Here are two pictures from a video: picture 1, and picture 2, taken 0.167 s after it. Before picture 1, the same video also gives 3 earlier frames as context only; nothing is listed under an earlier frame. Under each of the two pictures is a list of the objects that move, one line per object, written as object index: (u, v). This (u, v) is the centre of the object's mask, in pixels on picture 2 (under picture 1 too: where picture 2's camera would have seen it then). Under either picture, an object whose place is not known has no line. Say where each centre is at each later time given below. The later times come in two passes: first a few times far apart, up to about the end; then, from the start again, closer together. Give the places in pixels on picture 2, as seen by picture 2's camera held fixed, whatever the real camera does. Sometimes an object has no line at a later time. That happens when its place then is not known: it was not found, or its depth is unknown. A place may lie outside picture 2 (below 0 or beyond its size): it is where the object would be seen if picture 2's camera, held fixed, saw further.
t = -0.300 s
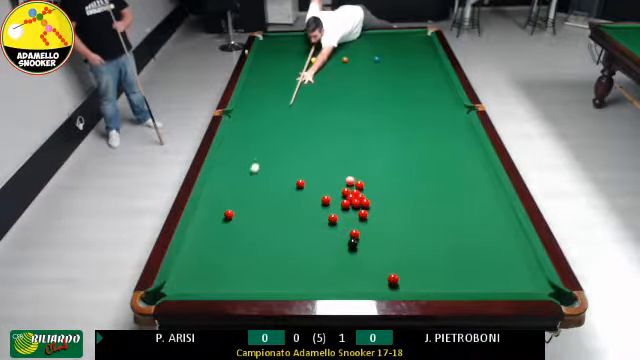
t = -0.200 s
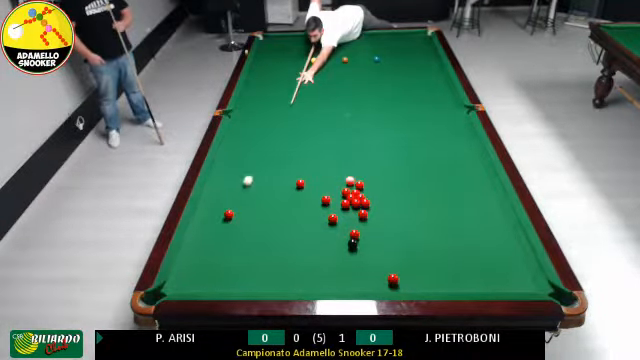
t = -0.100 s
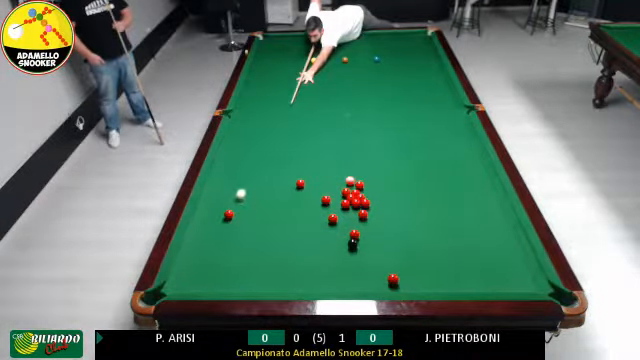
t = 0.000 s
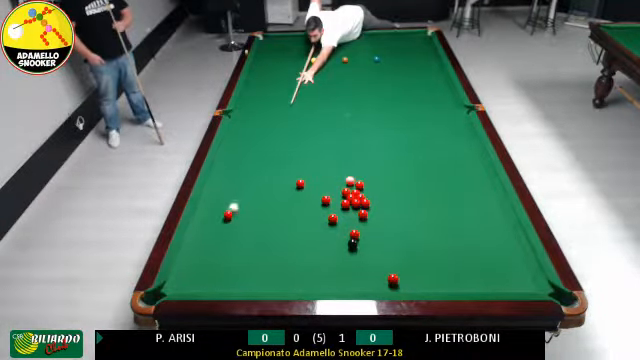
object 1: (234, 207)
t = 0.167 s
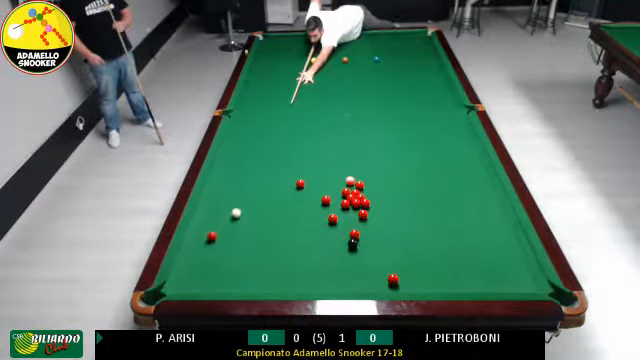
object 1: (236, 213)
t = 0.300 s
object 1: (237, 218)
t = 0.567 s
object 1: (238, 229)
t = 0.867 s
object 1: (240, 241)
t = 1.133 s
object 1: (242, 250)
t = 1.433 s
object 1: (244, 261)
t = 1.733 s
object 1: (246, 270)
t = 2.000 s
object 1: (248, 276)
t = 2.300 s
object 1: (249, 283)
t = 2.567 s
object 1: (250, 287)
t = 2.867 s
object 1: (251, 286)
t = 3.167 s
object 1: (252, 286)
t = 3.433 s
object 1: (252, 286)
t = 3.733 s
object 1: (252, 286)
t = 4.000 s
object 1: (252, 286)
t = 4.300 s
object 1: (252, 285)
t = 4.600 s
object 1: (252, 285)
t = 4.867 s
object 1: (252, 286)
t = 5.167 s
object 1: (252, 286)
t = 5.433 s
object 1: (252, 286)
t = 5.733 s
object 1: (252, 285)
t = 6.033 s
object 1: (252, 285)
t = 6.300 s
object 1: (252, 286)
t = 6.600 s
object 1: (252, 286)
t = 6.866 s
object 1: (252, 286)
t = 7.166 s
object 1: (252, 285)
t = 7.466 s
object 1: (252, 286)
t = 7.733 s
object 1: (252, 286)
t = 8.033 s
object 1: (252, 285)
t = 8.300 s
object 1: (252, 286)
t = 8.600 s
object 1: (252, 286)
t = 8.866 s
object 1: (252, 286)
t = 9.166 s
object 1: (252, 285)
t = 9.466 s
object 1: (252, 286)
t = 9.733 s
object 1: (252, 286)
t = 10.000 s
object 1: (252, 286)
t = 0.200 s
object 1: (236, 215)
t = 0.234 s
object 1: (236, 216)
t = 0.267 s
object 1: (236, 217)
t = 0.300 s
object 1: (237, 218)
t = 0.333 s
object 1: (237, 220)
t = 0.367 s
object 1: (237, 221)
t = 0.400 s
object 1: (237, 223)
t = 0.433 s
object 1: (237, 224)
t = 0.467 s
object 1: (237, 225)
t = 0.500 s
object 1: (238, 226)
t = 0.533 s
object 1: (238, 228)
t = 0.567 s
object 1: (238, 229)
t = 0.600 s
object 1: (238, 230)
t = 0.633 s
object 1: (238, 232)
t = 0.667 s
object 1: (239, 233)
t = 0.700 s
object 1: (239, 234)
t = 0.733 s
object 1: (239, 236)
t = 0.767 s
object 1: (239, 237)
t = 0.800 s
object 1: (240, 238)
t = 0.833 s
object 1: (240, 239)
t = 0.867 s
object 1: (240, 241)
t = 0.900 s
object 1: (240, 242)
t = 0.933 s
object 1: (241, 243)
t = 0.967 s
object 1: (241, 244)
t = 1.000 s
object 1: (241, 245)
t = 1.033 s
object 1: (241, 247)
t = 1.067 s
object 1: (241, 248)
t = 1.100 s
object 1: (242, 249)
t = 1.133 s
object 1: (242, 250)
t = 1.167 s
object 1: (242, 252)
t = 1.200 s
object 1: (242, 253)
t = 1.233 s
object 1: (242, 254)
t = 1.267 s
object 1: (243, 255)
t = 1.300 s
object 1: (243, 256)
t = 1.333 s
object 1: (244, 259)
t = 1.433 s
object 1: (244, 261)
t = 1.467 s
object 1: (244, 262)
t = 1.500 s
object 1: (244, 263)
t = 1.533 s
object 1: (245, 264)
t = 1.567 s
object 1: (245, 265)
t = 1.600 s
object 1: (245, 266)
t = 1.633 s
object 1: (245, 267)
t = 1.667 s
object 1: (245, 268)
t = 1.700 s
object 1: (245, 269)
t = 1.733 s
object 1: (246, 270)
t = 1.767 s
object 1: (246, 271)
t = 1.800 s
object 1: (246, 272)
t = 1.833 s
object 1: (246, 272)
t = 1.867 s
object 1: (247, 273)
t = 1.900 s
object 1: (247, 274)
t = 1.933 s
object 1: (247, 275)
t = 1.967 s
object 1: (247, 276)
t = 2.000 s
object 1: (248, 276)
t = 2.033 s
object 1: (248, 277)
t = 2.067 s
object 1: (248, 278)
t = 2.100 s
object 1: (248, 279)
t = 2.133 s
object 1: (248, 280)
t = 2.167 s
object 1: (248, 280)
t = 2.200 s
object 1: (249, 281)
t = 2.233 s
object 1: (249, 282)
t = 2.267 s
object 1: (249, 282)
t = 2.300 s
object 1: (249, 283)
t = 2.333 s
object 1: (249, 283)
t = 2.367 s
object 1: (249, 284)
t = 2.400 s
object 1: (249, 285)
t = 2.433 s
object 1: (250, 285)
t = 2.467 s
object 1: (250, 286)
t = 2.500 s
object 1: (250, 286)
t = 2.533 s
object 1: (250, 286)
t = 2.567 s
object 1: (250, 287)
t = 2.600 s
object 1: (250, 287)
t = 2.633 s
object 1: (250, 287)
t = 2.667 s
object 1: (250, 287)
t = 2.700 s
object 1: (250, 287)
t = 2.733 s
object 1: (251, 287)
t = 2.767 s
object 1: (251, 286)
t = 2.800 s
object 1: (251, 287)
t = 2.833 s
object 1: (251, 287)
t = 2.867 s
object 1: (251, 286)
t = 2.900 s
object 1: (251, 286)
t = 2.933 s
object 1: (251, 286)
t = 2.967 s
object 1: (251, 286)
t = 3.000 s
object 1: (252, 286)
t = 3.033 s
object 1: (252, 286)
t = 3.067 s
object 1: (252, 286)
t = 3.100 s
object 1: (252, 286)
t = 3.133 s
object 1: (252, 286)
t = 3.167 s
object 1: (252, 286)
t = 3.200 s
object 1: (252, 286)
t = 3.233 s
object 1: (252, 286)
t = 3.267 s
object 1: (252, 286)
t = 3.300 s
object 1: (252, 286)
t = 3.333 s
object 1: (252, 286)
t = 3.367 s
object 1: (252, 286)
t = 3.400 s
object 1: (252, 286)
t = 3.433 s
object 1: (252, 286)
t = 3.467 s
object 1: (252, 286)
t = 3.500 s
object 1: (252, 286)
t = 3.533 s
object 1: (252, 286)
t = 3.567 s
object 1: (252, 286)
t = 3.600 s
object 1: (252, 285)
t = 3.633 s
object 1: (252, 286)
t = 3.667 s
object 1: (252, 286)
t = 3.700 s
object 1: (252, 286)
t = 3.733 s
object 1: (252, 286)
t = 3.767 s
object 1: (252, 286)
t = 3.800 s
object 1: (252, 286)
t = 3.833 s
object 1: (252, 286)
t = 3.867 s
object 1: (252, 285)
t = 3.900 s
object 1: (252, 286)
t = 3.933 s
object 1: (252, 286)
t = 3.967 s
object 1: (252, 286)
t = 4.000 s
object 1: (252, 286)
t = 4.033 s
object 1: (252, 286)
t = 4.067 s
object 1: (252, 286)
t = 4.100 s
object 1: (252, 286)
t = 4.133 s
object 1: (252, 286)
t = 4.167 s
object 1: (252, 286)
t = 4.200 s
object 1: (252, 286)
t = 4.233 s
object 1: (252, 286)
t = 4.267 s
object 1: (252, 286)
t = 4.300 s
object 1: (252, 285)
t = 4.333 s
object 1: (252, 286)
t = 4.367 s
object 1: (252, 286)
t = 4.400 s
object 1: (252, 286)
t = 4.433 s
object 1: (252, 286)
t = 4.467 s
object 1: (252, 286)
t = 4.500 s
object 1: (252, 286)
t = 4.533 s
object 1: (252, 286)
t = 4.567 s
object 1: (252, 286)
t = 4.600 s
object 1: (252, 285)
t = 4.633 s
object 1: (252, 286)
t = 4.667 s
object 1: (252, 286)
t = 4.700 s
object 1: (252, 286)
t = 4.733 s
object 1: (252, 286)
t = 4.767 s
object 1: (252, 286)
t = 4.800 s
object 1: (252, 286)
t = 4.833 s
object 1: (252, 286)
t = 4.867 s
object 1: (252, 286)
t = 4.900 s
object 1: (252, 286)
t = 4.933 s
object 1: (252, 286)
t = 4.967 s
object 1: (252, 286)
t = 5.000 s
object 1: (252, 286)
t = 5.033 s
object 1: (252, 286)
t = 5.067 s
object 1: (252, 286)
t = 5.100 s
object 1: (252, 286)
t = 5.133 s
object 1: (252, 286)
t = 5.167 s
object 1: (252, 286)
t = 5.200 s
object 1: (252, 286)
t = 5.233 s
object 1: (252, 286)
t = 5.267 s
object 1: (252, 286)
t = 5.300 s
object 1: (252, 286)
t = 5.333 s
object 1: (252, 286)
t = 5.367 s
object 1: (252, 286)
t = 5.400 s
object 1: (252, 286)
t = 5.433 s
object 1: (252, 286)
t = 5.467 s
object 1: (252, 286)
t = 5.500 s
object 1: (252, 286)
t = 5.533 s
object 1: (252, 286)
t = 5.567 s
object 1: (252, 286)
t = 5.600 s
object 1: (252, 285)
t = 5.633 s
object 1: (252, 286)
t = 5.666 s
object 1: (252, 286)
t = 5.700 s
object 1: (252, 286)
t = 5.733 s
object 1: (252, 285)
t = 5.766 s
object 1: (252, 285)
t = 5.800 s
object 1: (252, 285)
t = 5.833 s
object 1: (252, 286)
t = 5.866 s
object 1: (252, 285)
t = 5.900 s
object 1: (252, 286)
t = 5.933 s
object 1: (252, 286)
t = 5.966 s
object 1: (252, 285)
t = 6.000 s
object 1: (252, 286)
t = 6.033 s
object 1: (252, 285)
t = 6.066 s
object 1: (252, 286)
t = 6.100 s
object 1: (252, 286)
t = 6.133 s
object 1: (252, 286)
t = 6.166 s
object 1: (252, 286)
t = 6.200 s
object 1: (252, 285)
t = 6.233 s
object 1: (252, 285)
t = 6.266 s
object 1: (252, 286)
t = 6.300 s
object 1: (252, 286)
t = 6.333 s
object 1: (252, 286)
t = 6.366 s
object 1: (252, 286)
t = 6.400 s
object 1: (252, 286)
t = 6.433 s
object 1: (252, 286)
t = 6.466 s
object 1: (252, 286)
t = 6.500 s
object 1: (252, 286)
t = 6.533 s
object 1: (252, 286)
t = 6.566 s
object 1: (252, 286)
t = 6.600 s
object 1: (252, 286)
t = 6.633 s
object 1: (252, 286)
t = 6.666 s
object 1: (252, 285)
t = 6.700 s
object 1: (252, 285)
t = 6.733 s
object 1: (252, 286)
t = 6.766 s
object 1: (252, 286)
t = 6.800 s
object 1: (252, 286)
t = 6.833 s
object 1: (252, 286)
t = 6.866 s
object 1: (252, 286)
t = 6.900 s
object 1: (252, 286)
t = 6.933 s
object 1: (252, 285)
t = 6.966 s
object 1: (252, 286)
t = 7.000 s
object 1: (252, 286)
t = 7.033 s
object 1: (252, 286)
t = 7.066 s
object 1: (252, 286)
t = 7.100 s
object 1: (252, 286)
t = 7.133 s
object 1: (252, 286)
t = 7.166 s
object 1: (252, 285)
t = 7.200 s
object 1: (252, 286)
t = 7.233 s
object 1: (252, 286)
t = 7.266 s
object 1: (252, 286)
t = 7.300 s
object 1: (252, 286)
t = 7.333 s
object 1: (252, 285)
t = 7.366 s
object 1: (252, 286)
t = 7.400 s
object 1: (252, 286)
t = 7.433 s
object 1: (252, 286)
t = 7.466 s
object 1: (252, 286)
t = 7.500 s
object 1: (252, 286)
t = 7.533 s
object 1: (252, 285)
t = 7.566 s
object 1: (252, 286)
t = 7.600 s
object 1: (252, 286)
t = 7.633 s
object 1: (252, 286)
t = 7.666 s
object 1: (252, 286)
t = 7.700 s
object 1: (252, 286)
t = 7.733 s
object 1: (252, 286)
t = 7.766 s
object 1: (252, 286)
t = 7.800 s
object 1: (252, 285)
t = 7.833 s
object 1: (252, 286)
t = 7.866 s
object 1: (252, 286)
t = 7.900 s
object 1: (252, 286)
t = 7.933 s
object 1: (252, 285)
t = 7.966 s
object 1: (252, 286)
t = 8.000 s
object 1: (252, 286)
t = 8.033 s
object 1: (252, 285)
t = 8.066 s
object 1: (252, 285)
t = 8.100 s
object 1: (252, 286)
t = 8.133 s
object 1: (252, 286)
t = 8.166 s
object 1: (252, 286)
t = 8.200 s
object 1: (252, 286)
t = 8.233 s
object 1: (252, 286)
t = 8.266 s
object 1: (252, 286)
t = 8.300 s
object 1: (252, 286)
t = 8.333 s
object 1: (252, 286)
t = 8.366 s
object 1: (252, 286)
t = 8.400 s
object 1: (252, 286)
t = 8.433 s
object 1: (252, 286)
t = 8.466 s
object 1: (252, 286)
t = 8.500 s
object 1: (252, 286)
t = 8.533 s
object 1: (252, 286)
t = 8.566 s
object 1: (252, 286)
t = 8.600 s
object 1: (252, 286)
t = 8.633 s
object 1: (252, 286)
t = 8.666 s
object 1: (252, 285)
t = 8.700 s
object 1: (252, 285)
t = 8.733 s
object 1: (252, 286)
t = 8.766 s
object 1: (252, 286)
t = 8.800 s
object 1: (252, 286)
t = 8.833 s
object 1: (252, 286)
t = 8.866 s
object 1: (252, 286)
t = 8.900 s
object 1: (252, 286)
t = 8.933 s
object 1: (252, 285)
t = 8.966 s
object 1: (252, 286)
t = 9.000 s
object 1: (252, 286)
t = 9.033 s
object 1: (252, 286)
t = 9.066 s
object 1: (252, 286)
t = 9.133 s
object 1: (252, 286)
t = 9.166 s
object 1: (252, 285)
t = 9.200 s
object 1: (252, 286)
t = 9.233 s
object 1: (252, 286)
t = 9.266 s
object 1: (252, 286)
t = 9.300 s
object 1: (252, 286)
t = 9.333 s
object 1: (252, 286)
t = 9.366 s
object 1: (252, 286)
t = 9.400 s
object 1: (252, 286)
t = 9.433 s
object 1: (252, 286)
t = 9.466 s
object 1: (252, 286)
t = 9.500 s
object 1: (252, 286)
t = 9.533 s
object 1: (252, 286)
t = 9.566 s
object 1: (252, 286)
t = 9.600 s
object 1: (252, 286)
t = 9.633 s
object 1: (252, 285)
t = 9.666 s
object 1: (252, 286)
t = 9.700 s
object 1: (252, 286)
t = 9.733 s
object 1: (252, 286)
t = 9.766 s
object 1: (252, 286)
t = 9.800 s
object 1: (252, 286)
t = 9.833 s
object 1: (252, 286)
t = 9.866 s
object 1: (252, 286)
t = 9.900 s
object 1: (252, 286)
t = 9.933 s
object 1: (252, 286)
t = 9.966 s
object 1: (252, 286)
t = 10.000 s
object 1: (252, 286)
